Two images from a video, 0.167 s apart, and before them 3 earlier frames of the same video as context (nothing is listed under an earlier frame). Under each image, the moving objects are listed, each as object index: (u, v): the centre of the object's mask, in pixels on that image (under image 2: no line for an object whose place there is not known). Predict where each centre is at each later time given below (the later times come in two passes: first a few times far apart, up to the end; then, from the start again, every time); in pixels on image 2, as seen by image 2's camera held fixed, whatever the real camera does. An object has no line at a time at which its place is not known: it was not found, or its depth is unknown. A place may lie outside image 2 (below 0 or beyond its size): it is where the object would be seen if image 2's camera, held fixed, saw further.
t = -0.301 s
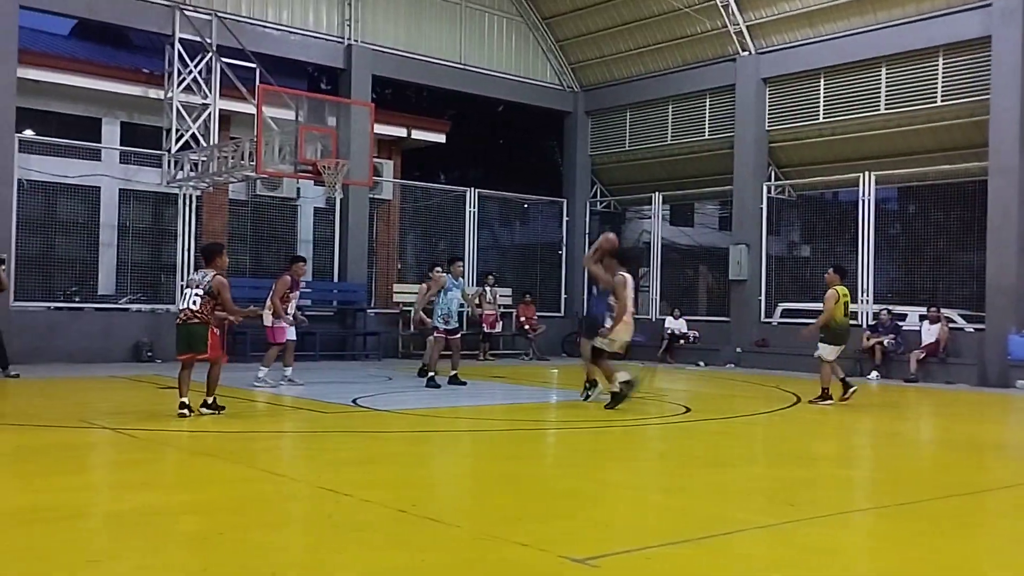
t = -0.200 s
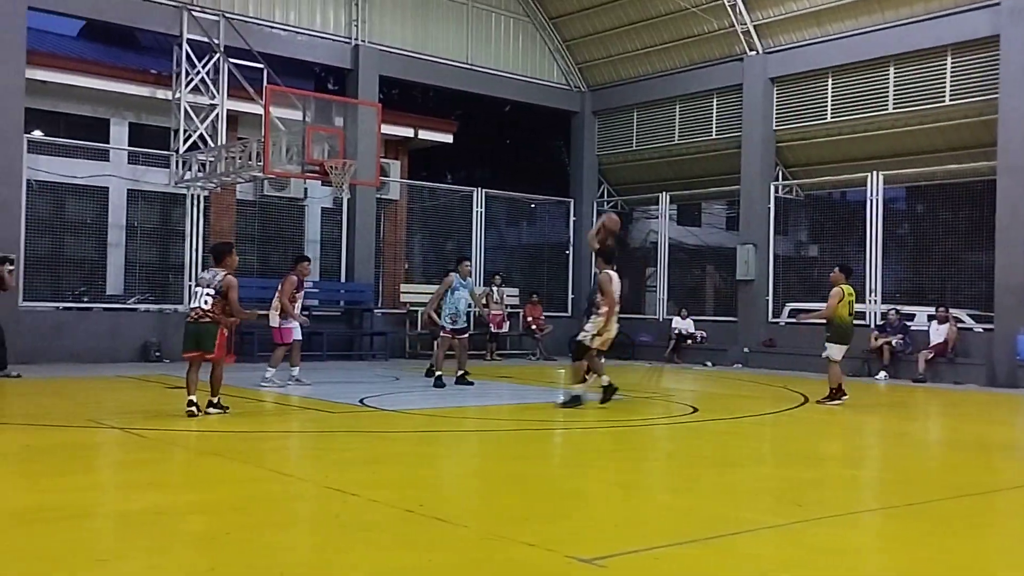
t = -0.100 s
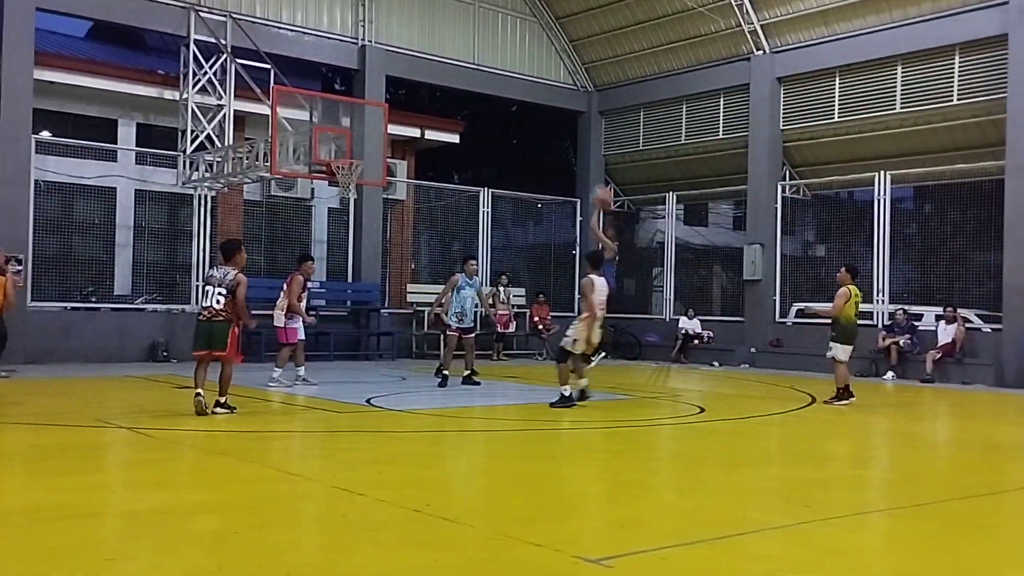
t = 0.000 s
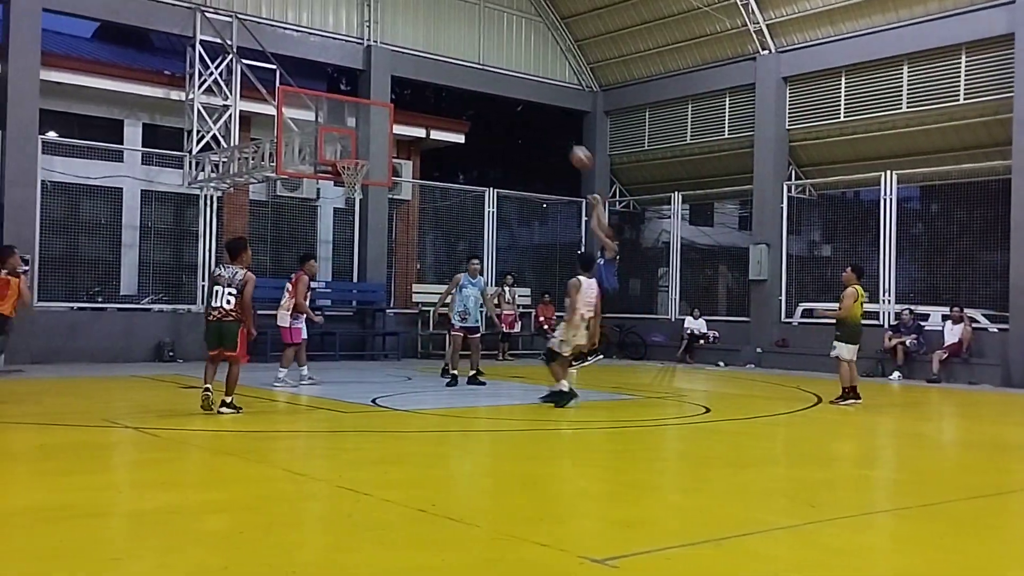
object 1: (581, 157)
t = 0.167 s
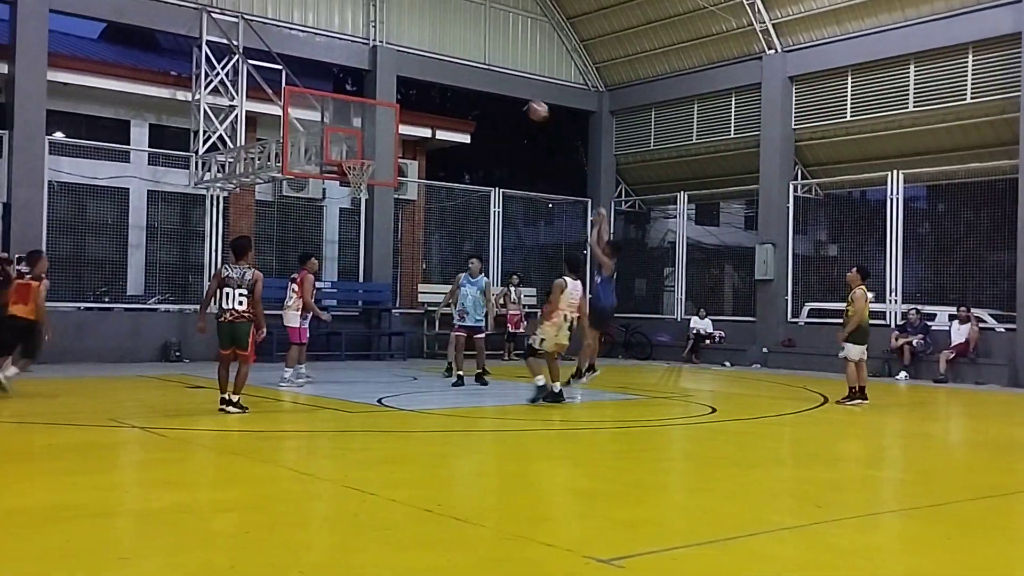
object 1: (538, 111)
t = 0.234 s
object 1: (520, 99)
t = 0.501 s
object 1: (450, 86)
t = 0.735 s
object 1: (396, 115)
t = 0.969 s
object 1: (346, 170)
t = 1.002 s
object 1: (351, 174)
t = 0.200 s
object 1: (529, 104)
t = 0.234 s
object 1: (520, 99)
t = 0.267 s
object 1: (511, 94)
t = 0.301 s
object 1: (502, 90)
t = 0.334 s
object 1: (493, 88)
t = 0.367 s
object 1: (484, 86)
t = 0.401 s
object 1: (475, 85)
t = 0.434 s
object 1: (466, 84)
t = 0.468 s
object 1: (459, 85)
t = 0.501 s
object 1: (450, 86)
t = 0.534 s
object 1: (443, 89)
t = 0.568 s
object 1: (434, 92)
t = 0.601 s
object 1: (426, 95)
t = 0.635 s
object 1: (418, 99)
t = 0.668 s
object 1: (411, 104)
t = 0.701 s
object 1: (404, 109)
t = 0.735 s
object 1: (396, 115)
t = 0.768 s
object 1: (389, 123)
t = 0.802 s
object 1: (381, 132)
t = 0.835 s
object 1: (373, 140)
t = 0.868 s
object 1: (365, 147)
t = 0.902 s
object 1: (358, 155)
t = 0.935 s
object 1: (352, 156)
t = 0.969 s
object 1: (346, 170)
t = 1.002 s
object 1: (351, 174)
